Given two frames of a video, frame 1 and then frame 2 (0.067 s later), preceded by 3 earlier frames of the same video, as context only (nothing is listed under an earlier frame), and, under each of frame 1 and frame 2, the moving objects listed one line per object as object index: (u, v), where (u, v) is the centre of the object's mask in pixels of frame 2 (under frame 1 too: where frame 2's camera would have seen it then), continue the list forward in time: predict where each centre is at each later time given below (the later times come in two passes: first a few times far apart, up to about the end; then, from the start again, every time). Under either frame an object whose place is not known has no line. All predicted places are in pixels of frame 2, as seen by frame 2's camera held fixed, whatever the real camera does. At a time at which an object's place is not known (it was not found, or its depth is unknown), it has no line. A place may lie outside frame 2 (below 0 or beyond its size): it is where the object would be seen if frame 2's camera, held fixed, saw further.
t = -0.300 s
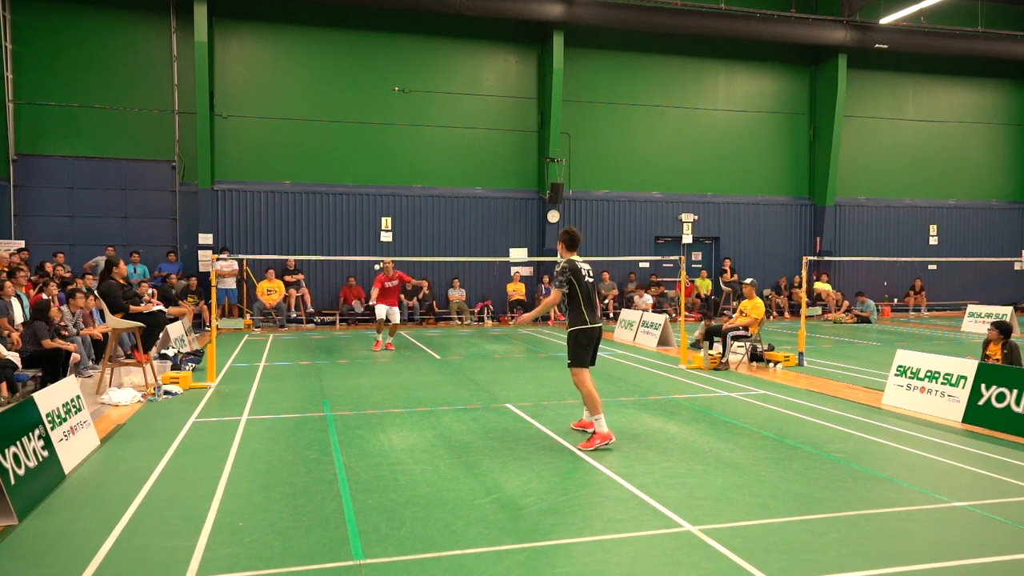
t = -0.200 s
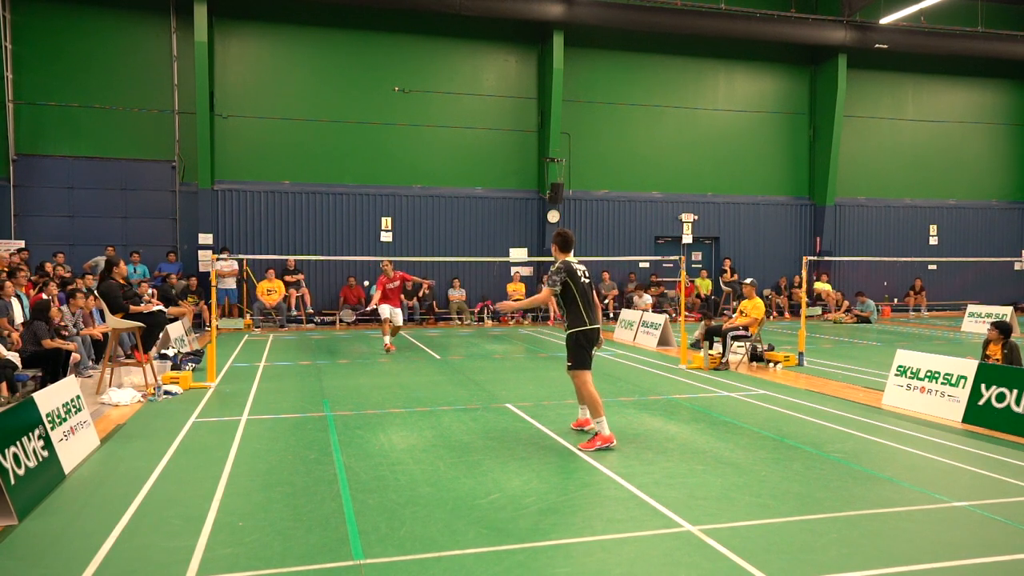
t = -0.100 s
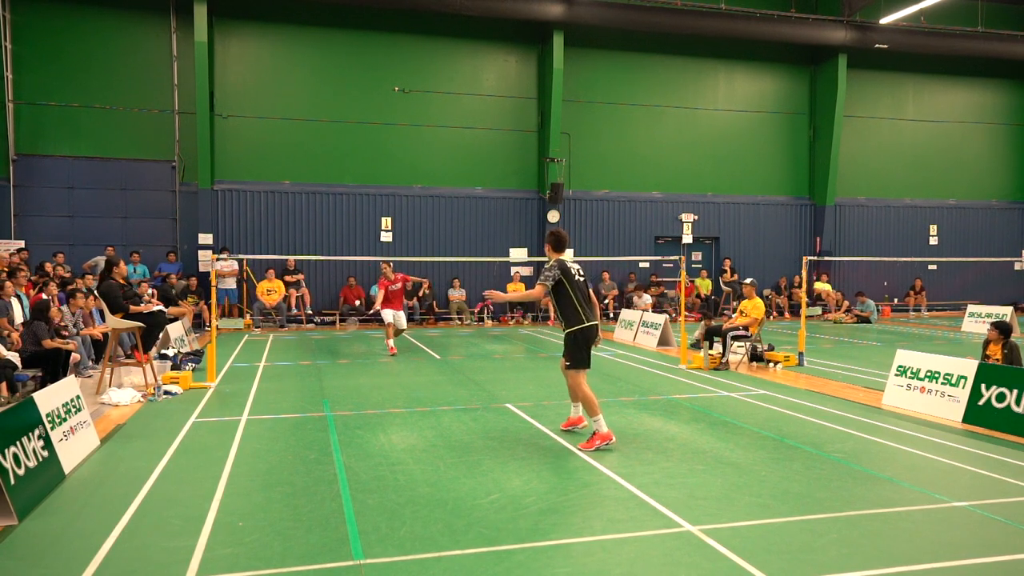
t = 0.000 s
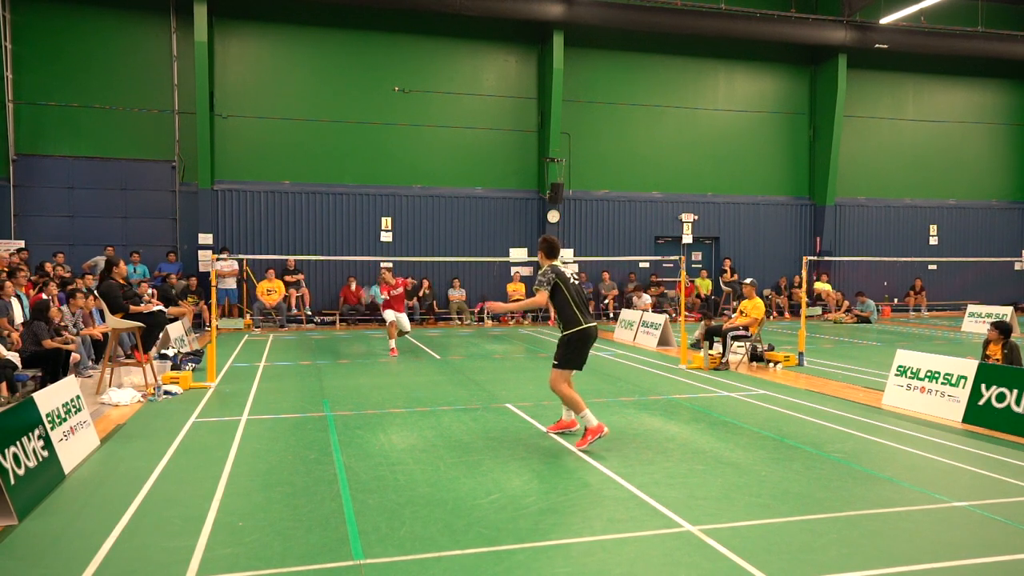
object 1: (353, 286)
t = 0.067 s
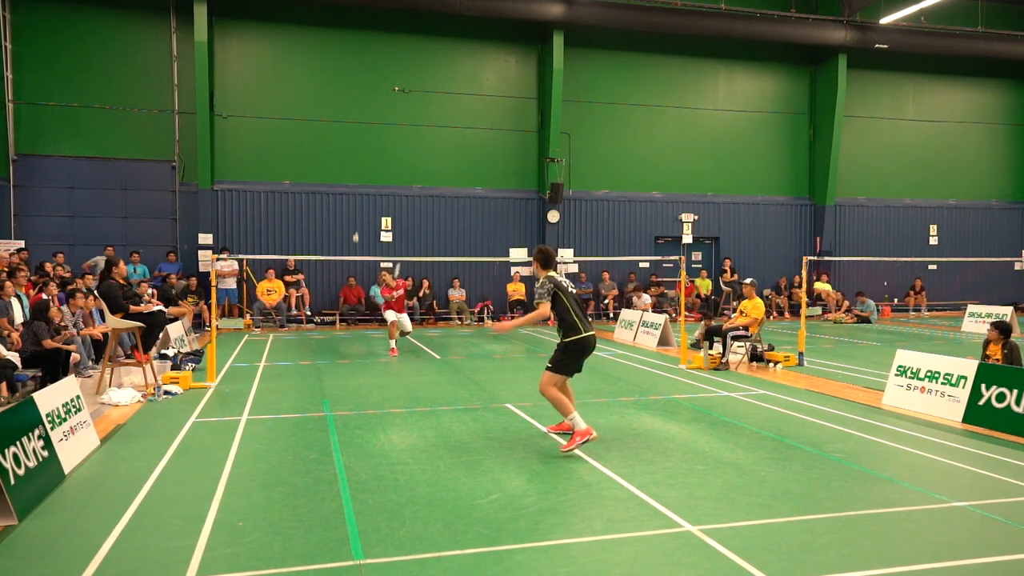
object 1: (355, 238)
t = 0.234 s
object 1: (358, 142)
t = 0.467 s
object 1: (358, 54)
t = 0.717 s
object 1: (352, 22)
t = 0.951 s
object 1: (340, 70)
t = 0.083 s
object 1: (355, 227)
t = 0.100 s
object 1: (356, 216)
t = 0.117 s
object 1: (357, 206)
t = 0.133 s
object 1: (357, 196)
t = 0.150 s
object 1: (358, 186)
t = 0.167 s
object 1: (358, 177)
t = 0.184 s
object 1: (358, 168)
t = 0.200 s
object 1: (358, 159)
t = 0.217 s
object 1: (358, 151)
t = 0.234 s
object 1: (358, 142)
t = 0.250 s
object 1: (359, 135)
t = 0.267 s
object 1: (359, 127)
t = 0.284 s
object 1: (358, 119)
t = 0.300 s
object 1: (359, 112)
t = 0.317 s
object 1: (359, 105)
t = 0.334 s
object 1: (359, 99)
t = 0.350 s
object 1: (359, 92)
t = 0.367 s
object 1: (359, 86)
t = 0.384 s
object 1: (359, 80)
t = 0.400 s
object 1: (359, 75)
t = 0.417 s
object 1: (359, 69)
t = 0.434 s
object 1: (358, 64)
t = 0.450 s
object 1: (358, 59)
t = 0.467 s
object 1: (358, 54)
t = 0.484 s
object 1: (358, 50)
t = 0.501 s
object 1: (358, 46)
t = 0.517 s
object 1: (358, 43)
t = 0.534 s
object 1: (357, 39)
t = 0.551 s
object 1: (357, 36)
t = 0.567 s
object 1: (356, 33)
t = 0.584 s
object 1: (356, 30)
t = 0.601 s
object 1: (356, 28)
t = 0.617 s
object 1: (356, 26)
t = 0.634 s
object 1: (355, 25)
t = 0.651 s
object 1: (354, 23)
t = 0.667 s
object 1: (354, 23)
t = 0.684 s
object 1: (353, 22)
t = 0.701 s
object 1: (353, 22)
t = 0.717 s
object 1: (352, 22)
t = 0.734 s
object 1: (352, 23)
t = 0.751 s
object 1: (351, 24)
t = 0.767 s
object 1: (350, 25)
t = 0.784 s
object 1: (350, 27)
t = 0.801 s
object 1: (349, 29)
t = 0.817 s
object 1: (348, 32)
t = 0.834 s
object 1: (347, 35)
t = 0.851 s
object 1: (346, 39)
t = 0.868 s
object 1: (345, 43)
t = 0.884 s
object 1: (344, 47)
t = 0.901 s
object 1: (343, 52)
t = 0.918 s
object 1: (342, 58)
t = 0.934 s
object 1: (341, 64)
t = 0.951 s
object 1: (340, 70)
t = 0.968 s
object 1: (339, 77)
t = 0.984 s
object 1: (338, 85)
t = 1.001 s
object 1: (337, 93)
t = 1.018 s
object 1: (335, 102)
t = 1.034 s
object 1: (334, 111)
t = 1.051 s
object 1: (333, 120)
